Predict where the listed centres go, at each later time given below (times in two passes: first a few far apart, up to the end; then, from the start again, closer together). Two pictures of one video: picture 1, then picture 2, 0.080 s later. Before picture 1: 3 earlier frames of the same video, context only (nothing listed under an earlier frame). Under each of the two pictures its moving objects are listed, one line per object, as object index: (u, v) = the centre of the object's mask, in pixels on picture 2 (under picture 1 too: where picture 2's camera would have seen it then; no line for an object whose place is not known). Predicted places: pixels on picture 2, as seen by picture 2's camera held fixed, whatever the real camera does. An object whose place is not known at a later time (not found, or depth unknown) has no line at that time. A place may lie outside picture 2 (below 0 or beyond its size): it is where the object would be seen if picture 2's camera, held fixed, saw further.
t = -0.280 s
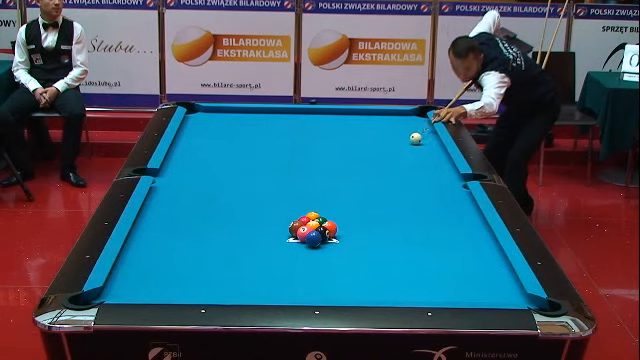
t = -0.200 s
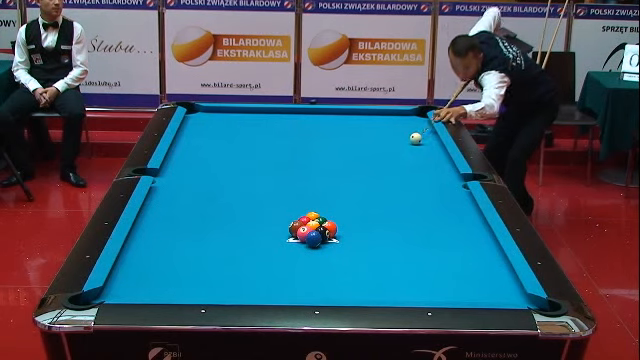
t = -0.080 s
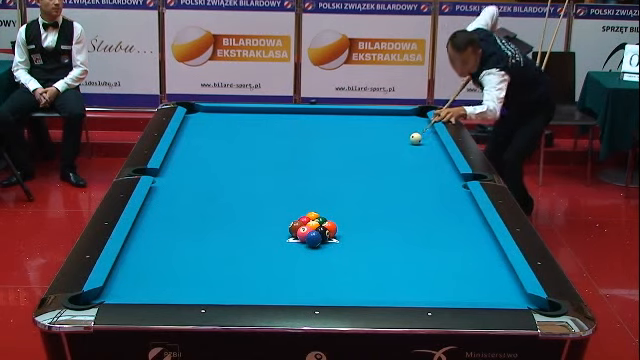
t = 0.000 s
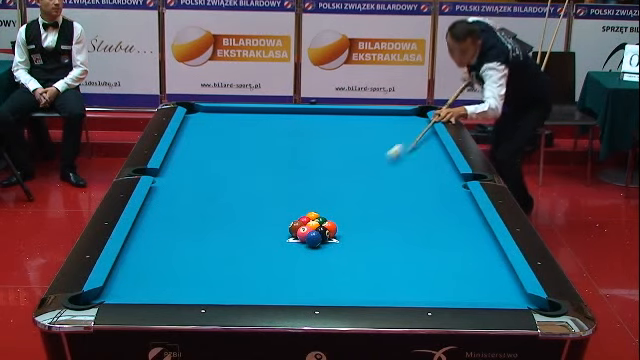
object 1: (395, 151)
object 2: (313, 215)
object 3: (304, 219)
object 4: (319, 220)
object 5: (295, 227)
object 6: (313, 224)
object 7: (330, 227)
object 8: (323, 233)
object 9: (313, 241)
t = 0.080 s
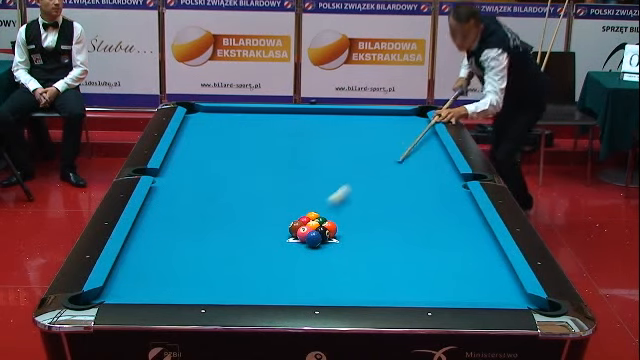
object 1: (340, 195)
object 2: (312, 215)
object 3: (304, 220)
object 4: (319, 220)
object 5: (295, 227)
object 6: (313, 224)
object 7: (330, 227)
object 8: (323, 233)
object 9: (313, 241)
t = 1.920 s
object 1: (442, 163)
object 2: (290, 122)
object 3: (362, 190)
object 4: (371, 218)
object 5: (282, 198)
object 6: (259, 211)
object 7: (305, 248)
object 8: (292, 238)
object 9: (431, 190)
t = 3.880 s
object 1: (349, 118)
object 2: (418, 140)
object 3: (419, 183)
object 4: (374, 217)
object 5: (226, 133)
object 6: (198, 173)
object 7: (193, 233)
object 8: (165, 213)
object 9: (358, 139)
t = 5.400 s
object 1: (272, 133)
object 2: (363, 158)
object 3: (394, 181)
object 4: (374, 217)
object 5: (276, 113)
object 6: (233, 162)
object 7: (170, 229)
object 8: (214, 205)
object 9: (331, 117)
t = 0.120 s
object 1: (321, 211)
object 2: (308, 214)
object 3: (297, 222)
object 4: (321, 221)
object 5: (295, 223)
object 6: (314, 226)
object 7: (335, 229)
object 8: (326, 234)
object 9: (317, 244)
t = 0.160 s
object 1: (328, 212)
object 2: (296, 213)
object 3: (281, 222)
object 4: (324, 223)
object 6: (315, 228)
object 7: (353, 236)
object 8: (337, 242)
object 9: (330, 257)
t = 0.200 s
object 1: (335, 211)
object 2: (284, 210)
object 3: (265, 222)
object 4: (326, 223)
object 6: (316, 229)
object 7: (370, 242)
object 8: (347, 249)
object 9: (344, 270)
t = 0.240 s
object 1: (341, 210)
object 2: (274, 207)
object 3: (251, 221)
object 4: (327, 223)
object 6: (317, 229)
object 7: (387, 248)
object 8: (356, 254)
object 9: (358, 281)
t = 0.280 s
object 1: (346, 210)
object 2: (265, 203)
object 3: (238, 219)
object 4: (329, 223)
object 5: (170, 275)
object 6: (318, 229)
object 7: (403, 253)
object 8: (367, 260)
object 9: (372, 292)
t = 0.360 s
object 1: (356, 209)
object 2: (248, 198)
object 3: (213, 218)
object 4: (332, 223)
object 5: (249, 288)
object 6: (320, 230)
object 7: (433, 263)
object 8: (385, 270)
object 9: (386, 290)
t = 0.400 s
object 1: (361, 209)
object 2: (240, 194)
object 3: (201, 217)
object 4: (334, 223)
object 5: (288, 292)
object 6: (321, 230)
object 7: (448, 268)
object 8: (396, 272)
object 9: (388, 284)
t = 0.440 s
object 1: (365, 208)
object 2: (231, 192)
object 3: (189, 217)
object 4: (335, 223)
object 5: (326, 295)
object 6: (322, 230)
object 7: (464, 273)
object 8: (412, 272)
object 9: (384, 284)
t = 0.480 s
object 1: (369, 208)
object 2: (223, 188)
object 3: (177, 216)
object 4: (336, 223)
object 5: (356, 293)
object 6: (323, 230)
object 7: (479, 278)
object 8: (429, 268)
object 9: (379, 286)
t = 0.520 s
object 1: (373, 208)
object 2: (216, 186)
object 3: (165, 215)
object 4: (338, 223)
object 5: (379, 293)
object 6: (324, 230)
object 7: (495, 283)
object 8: (445, 265)
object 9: (380, 280)
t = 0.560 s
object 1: (377, 208)
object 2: (209, 183)
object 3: (153, 214)
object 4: (339, 223)
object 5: (398, 295)
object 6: (325, 230)
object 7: (511, 288)
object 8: (461, 263)
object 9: (386, 276)
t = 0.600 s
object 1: (381, 207)
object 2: (201, 180)
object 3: (147, 213)
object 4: (341, 223)
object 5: (417, 294)
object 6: (326, 230)
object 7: (511, 292)
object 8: (476, 261)
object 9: (391, 269)
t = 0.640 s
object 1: (385, 208)
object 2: (194, 178)
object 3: (156, 213)
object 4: (342, 223)
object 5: (436, 292)
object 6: (326, 230)
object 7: (503, 294)
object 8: (490, 260)
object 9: (396, 264)
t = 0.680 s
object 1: (389, 207)
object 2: (187, 175)
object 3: (164, 212)
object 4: (344, 223)
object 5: (455, 291)
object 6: (327, 230)
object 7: (496, 296)
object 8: (495, 259)
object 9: (400, 258)
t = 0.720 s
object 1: (393, 207)
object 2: (180, 172)
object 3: (171, 211)
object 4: (345, 222)
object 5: (473, 289)
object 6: (328, 230)
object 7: (490, 297)
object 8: (485, 257)
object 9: (404, 253)
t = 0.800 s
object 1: (401, 207)
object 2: (166, 167)
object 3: (186, 210)
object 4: (348, 222)
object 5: (508, 284)
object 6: (329, 230)
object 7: (474, 295)
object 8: (465, 255)
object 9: (411, 245)
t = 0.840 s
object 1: (405, 207)
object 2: (171, 165)
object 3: (194, 209)
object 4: (349, 222)
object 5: (502, 280)
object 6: (330, 230)
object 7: (467, 293)
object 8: (456, 253)
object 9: (414, 240)
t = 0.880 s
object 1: (408, 206)
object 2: (177, 163)
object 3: (201, 208)
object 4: (350, 221)
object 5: (487, 276)
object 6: (330, 230)
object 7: (460, 292)
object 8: (447, 252)
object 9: (417, 236)
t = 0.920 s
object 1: (412, 206)
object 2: (183, 161)
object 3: (208, 207)
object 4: (352, 221)
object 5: (472, 271)
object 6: (330, 231)
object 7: (453, 290)
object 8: (439, 250)
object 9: (420, 232)
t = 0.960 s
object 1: (415, 206)
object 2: (188, 160)
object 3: (215, 207)
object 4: (353, 221)
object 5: (460, 267)
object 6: (330, 231)
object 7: (446, 289)
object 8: (430, 249)
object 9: (423, 227)
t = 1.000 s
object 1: (419, 206)
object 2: (193, 158)
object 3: (222, 206)
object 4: (354, 221)
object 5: (449, 264)
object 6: (331, 231)
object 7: (439, 287)
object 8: (421, 248)
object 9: (426, 224)
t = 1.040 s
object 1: (423, 206)
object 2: (198, 156)
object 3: (229, 205)
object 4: (355, 221)
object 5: (438, 260)
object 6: (331, 231)
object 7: (432, 284)
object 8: (413, 246)
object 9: (430, 220)
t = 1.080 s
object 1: (426, 204)
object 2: (203, 154)
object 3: (236, 204)
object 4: (356, 221)
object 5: (428, 256)
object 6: (331, 231)
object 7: (425, 283)
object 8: (404, 245)
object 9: (432, 216)
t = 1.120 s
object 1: (429, 203)
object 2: (208, 152)
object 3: (242, 204)
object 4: (357, 221)
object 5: (417, 252)
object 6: (331, 231)
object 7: (419, 281)
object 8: (396, 244)
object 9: (435, 212)
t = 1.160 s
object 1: (431, 202)
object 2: (213, 150)
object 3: (249, 203)
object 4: (358, 220)
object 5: (407, 248)
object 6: (330, 231)
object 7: (412, 279)
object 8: (387, 243)
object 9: (439, 210)
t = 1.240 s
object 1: (435, 198)
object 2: (222, 147)
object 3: (262, 201)
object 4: (360, 220)
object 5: (388, 242)
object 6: (330, 231)
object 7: (400, 275)
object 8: (370, 240)
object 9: (448, 209)
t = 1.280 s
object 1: (437, 196)
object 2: (227, 146)
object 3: (268, 201)
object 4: (361, 220)
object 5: (381, 239)
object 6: (330, 231)
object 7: (394, 274)
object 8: (360, 238)
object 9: (452, 207)
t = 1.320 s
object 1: (439, 193)
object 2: (232, 144)
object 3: (275, 200)
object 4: (362, 220)
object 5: (374, 236)
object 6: (330, 231)
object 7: (387, 272)
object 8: (350, 236)
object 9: (456, 206)
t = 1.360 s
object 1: (440, 191)
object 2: (236, 142)
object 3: (281, 199)
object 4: (362, 219)
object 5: (367, 233)
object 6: (328, 230)
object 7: (381, 269)
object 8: (342, 235)
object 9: (460, 205)
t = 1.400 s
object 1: (442, 189)
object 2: (240, 140)
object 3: (287, 199)
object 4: (363, 218)
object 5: (360, 230)
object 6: (321, 228)
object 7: (375, 268)
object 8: (340, 236)
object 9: (464, 204)
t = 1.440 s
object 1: (443, 187)
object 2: (245, 139)
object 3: (294, 198)
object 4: (364, 219)
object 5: (353, 228)
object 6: (315, 227)
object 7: (369, 266)
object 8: (336, 236)
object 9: (469, 204)
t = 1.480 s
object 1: (445, 185)
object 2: (249, 138)
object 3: (300, 197)
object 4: (365, 219)
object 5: (346, 224)
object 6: (311, 225)
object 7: (363, 265)
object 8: (332, 236)
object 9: (466, 203)
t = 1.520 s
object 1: (447, 183)
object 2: (253, 136)
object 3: (306, 197)
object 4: (365, 219)
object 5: (340, 222)
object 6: (305, 224)
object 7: (358, 263)
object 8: (328, 237)
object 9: (463, 201)
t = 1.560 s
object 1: (448, 181)
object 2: (257, 135)
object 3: (312, 196)
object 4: (366, 219)
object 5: (334, 219)
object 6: (300, 223)
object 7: (352, 261)
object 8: (325, 237)
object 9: (459, 200)
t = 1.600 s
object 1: (449, 179)
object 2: (261, 133)
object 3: (317, 195)
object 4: (367, 219)
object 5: (327, 217)
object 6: (296, 222)
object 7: (347, 260)
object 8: (321, 237)
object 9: (456, 199)
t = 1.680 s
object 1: (452, 175)
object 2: (269, 130)
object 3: (329, 194)
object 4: (368, 218)
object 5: (315, 212)
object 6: (286, 219)
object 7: (336, 256)
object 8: (314, 237)
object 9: (449, 196)
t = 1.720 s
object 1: (453, 173)
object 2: (272, 129)
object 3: (334, 193)
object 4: (369, 218)
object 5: (310, 209)
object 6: (281, 217)
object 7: (330, 255)
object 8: (311, 237)
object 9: (446, 195)
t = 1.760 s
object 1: (451, 171)
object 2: (276, 127)
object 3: (340, 193)
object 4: (369, 218)
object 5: (304, 207)
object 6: (276, 216)
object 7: (325, 254)
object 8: (307, 238)
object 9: (443, 194)
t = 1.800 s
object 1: (449, 169)
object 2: (280, 126)
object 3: (346, 192)
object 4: (370, 218)
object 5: (298, 204)
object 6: (272, 215)
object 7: (320, 252)
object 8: (304, 238)
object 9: (440, 193)
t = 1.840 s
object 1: (447, 167)
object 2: (283, 125)
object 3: (351, 192)
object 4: (370, 218)
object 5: (293, 202)
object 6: (267, 214)
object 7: (314, 251)
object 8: (300, 238)
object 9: (437, 192)
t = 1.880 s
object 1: (444, 165)
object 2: (287, 124)
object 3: (357, 191)
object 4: (371, 218)
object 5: (287, 200)
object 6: (263, 213)
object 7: (310, 249)
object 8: (296, 238)
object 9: (434, 191)
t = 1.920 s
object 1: (442, 163)
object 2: (290, 122)
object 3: (362, 190)
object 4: (371, 218)
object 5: (282, 198)
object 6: (259, 211)
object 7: (305, 248)
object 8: (292, 238)
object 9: (431, 190)
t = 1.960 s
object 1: (440, 161)
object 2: (294, 121)
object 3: (367, 190)
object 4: (372, 218)
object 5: (277, 196)
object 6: (254, 210)
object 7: (300, 246)
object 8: (289, 237)
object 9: (428, 189)
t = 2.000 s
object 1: (437, 159)
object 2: (297, 120)
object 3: (373, 189)
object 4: (372, 218)
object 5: (272, 193)
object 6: (250, 209)
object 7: (295, 245)
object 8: (284, 237)
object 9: (425, 188)
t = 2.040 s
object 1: (436, 157)
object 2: (301, 119)
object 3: (378, 189)
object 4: (372, 217)
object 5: (266, 191)
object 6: (246, 207)
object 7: (291, 244)
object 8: (280, 237)
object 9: (422, 187)
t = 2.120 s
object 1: (431, 153)
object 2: (307, 116)
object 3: (388, 187)
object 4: (373, 218)
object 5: (256, 187)
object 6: (238, 205)
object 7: (285, 243)
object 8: (272, 236)
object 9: (417, 185)
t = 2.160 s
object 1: (429, 152)
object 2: (310, 115)
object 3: (393, 187)
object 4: (373, 217)
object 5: (251, 185)
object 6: (233, 204)
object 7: (283, 243)
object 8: (268, 236)
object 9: (414, 184)
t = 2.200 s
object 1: (427, 150)
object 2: (313, 114)
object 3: (399, 186)
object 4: (373, 217)
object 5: (246, 183)
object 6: (230, 203)
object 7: (280, 243)
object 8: (264, 235)
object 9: (411, 183)
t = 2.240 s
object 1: (425, 148)
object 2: (316, 113)
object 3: (403, 186)
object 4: (374, 217)
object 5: (242, 181)
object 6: (226, 202)
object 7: (277, 242)
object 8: (259, 234)
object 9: (411, 180)
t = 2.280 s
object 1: (423, 147)
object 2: (319, 111)
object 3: (407, 186)
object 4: (374, 217)
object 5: (237, 179)
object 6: (222, 201)
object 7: (274, 242)
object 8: (255, 234)
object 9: (407, 176)
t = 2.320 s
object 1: (422, 145)
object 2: (322, 111)
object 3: (410, 186)
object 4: (374, 217)
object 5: (233, 177)
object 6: (218, 200)
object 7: (271, 242)
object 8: (250, 232)
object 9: (405, 177)
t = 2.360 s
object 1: (420, 143)
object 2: (326, 111)
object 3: (414, 186)
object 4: (374, 217)
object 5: (228, 176)
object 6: (214, 199)
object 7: (268, 242)
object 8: (246, 232)
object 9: (404, 177)
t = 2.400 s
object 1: (418, 142)
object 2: (329, 112)
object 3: (418, 186)
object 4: (374, 217)
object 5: (224, 174)
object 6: (210, 198)
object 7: (265, 241)
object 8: (242, 231)
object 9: (403, 177)
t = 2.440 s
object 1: (416, 140)
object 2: (333, 113)
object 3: (422, 186)
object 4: (374, 217)
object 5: (219, 172)
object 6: (206, 196)
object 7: (263, 241)
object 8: (238, 231)
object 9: (401, 175)
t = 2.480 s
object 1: (414, 138)
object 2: (336, 113)
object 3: (425, 185)
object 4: (374, 217)
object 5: (215, 170)
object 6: (203, 196)
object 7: (260, 241)
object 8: (234, 230)
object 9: (400, 174)
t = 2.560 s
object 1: (411, 135)
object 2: (344, 115)
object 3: (433, 185)
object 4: (374, 217)
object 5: (207, 167)
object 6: (196, 193)
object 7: (255, 241)
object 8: (225, 229)
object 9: (397, 172)
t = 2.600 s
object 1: (409, 134)
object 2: (347, 116)
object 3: (436, 185)
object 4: (374, 217)
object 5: (202, 165)
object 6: (193, 192)
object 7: (253, 240)
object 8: (221, 228)
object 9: (395, 170)
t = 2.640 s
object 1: (407, 133)
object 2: (351, 117)
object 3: (439, 185)
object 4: (374, 217)
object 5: (199, 163)
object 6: (189, 191)
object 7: (250, 240)
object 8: (217, 228)
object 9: (394, 169)
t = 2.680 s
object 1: (406, 131)
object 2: (355, 118)
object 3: (443, 185)
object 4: (374, 217)
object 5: (195, 161)
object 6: (185, 190)
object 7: (248, 240)
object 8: (213, 227)
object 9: (393, 168)
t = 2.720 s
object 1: (404, 130)
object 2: (358, 119)
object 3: (446, 185)
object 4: (374, 217)
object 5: (191, 160)
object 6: (182, 189)
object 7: (245, 240)
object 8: (210, 226)
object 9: (391, 166)
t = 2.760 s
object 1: (402, 128)
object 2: (362, 120)
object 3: (449, 186)
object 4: (374, 217)
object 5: (187, 158)
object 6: (179, 188)
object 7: (243, 239)
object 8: (206, 226)
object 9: (390, 166)
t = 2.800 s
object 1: (401, 127)
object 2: (366, 121)
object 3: (452, 185)
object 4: (374, 217)
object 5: (183, 157)
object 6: (176, 187)
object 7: (241, 239)
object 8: (202, 225)
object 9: (388, 164)
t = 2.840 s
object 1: (400, 125)
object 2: (370, 121)
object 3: (456, 185)
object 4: (374, 217)
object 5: (180, 155)
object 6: (172, 186)
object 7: (239, 239)
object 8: (199, 225)
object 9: (387, 163)
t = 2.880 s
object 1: (398, 124)
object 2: (373, 122)
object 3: (459, 185)
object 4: (374, 217)
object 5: (176, 153)
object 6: (169, 185)
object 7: (236, 238)
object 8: (195, 224)
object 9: (386, 162)
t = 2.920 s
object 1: (396, 123)
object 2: (377, 123)
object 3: (459, 185)
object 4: (374, 217)
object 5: (173, 152)
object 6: (166, 184)
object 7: (234, 238)
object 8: (191, 223)
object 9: (384, 161)
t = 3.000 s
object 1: (394, 120)
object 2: (384, 124)
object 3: (455, 185)
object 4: (374, 217)
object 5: (179, 150)
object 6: (160, 183)
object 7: (230, 238)
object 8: (184, 222)
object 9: (382, 159)
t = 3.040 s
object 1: (393, 118)
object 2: (388, 125)
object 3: (453, 185)
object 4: (374, 217)
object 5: (182, 150)
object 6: (161, 182)
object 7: (228, 237)
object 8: (181, 222)
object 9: (381, 158)
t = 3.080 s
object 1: (390, 117)
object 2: (391, 126)
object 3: (451, 185)
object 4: (374, 217)
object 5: (184, 149)
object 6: (163, 182)
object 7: (226, 237)
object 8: (177, 221)
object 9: (380, 157)
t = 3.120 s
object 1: (389, 117)
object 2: (395, 127)
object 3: (449, 185)
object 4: (374, 217)
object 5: (186, 148)
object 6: (165, 181)
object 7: (224, 237)
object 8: (174, 220)
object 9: (378, 155)
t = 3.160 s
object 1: (387, 116)
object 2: (399, 128)
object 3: (447, 185)
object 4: (374, 217)
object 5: (189, 147)
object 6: (167, 181)
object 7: (222, 237)
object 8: (170, 220)
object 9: (377, 155)
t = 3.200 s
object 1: (386, 115)
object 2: (402, 129)
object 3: (445, 184)
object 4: (374, 217)
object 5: (191, 146)
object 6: (169, 180)
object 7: (220, 237)
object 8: (167, 219)
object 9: (376, 154)
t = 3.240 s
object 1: (384, 113)
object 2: (406, 129)
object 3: (444, 184)
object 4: (374, 217)
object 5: (194, 145)
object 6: (171, 180)
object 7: (218, 237)
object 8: (164, 219)
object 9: (375, 153)
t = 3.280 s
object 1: (383, 112)
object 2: (409, 130)
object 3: (442, 184)
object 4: (374, 217)
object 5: (196, 144)
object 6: (173, 179)
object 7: (216, 236)
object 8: (161, 218)
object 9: (374, 152)
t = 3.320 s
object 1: (382, 112)
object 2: (413, 131)
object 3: (440, 184)
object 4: (374, 217)
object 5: (198, 143)
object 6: (175, 179)
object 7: (214, 236)
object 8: (158, 218)
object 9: (373, 151)
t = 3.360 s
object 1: (379, 112)
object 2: (417, 132)
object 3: (438, 184)
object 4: (374, 217)
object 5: (201, 143)
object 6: (177, 178)
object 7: (213, 236)
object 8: (154, 217)
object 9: (372, 150)
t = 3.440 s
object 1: (375, 113)
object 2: (424, 134)
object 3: (435, 184)
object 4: (374, 217)
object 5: (204, 141)
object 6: (181, 177)
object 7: (209, 236)
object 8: (148, 216)
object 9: (369, 148)
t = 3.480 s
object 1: (372, 114)
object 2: (428, 135)
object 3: (434, 184)
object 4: (374, 217)
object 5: (207, 140)
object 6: (182, 177)
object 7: (208, 235)
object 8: (145, 216)
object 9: (368, 147)
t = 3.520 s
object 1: (370, 114)
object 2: (431, 135)
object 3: (432, 184)
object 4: (374, 217)
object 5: (209, 139)
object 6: (184, 176)
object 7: (206, 235)
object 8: (145, 215)
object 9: (367, 146)
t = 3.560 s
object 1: (368, 115)
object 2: (431, 136)
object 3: (431, 184)
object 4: (374, 217)
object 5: (210, 138)
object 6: (186, 176)
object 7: (204, 235)
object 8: (148, 215)
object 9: (366, 145)
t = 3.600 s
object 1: (365, 115)
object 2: (430, 136)
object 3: (429, 184)
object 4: (374, 217)
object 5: (213, 138)
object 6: (187, 176)
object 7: (203, 235)
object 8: (150, 215)
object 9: (365, 145)
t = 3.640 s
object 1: (363, 115)
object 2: (428, 137)
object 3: (428, 184)
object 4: (374, 217)
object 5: (215, 137)
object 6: (189, 175)
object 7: (201, 235)
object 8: (152, 214)
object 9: (364, 144)
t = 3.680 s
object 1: (361, 116)
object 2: (426, 138)
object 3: (426, 184)
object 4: (374, 217)
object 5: (217, 136)
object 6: (191, 175)
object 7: (200, 235)
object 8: (154, 214)
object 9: (363, 143)
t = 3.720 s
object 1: (359, 117)
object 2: (425, 138)
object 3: (425, 184)
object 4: (374, 217)
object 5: (219, 136)
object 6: (192, 175)
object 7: (199, 234)
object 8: (157, 214)
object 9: (362, 142)
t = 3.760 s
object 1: (356, 117)
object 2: (423, 139)
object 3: (424, 183)
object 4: (374, 217)
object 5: (221, 135)
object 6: (194, 174)
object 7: (198, 234)
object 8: (159, 214)
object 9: (361, 141)
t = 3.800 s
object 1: (354, 117)
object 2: (422, 139)
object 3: (422, 183)
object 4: (374, 217)
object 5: (223, 134)
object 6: (195, 174)
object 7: (197, 234)
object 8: (161, 213)
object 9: (360, 140)
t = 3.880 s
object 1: (349, 118)
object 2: (418, 140)
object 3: (419, 183)
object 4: (374, 217)
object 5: (226, 133)
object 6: (198, 173)
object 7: (193, 233)
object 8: (165, 213)
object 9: (358, 139)
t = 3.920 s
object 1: (347, 119)
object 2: (417, 141)
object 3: (418, 183)
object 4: (374, 217)
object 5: (228, 132)
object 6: (200, 172)
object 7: (192, 233)
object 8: (167, 212)
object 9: (357, 138)
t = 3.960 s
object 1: (345, 119)
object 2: (415, 141)
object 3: (417, 183)
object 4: (374, 217)
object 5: (230, 132)
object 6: (201, 172)
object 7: (191, 232)
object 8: (168, 212)
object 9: (356, 137)
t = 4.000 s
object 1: (343, 120)
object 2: (413, 142)
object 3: (416, 183)
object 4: (374, 217)
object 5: (231, 131)
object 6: (202, 172)
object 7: (190, 232)
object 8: (170, 212)
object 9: (355, 136)
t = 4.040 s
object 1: (341, 120)
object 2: (411, 143)
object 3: (415, 183)
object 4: (374, 217)
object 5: (233, 130)
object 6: (203, 171)
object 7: (189, 232)
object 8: (172, 212)
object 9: (354, 136)
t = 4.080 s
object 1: (338, 121)
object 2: (410, 143)
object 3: (414, 183)
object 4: (374, 217)
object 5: (235, 129)
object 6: (205, 171)
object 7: (188, 232)
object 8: (174, 211)
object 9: (353, 135)
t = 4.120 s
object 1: (336, 121)
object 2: (408, 144)
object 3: (413, 183)
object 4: (374, 217)
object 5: (237, 129)
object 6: (206, 170)
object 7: (187, 232)
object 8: (176, 211)
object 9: (352, 135)
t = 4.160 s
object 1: (334, 121)
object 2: (407, 144)
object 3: (412, 183)
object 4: (374, 217)
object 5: (238, 128)
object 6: (207, 170)
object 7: (185, 232)
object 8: (177, 210)
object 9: (352, 134)
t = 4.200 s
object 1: (331, 122)
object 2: (405, 145)
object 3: (411, 183)
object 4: (374, 217)
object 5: (240, 128)
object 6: (209, 170)
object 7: (184, 231)
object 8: (179, 210)
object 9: (351, 133)
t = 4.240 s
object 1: (329, 123)
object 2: (404, 146)
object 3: (409, 183)
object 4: (374, 217)
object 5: (242, 127)
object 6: (210, 169)
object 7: (183, 231)
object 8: (180, 209)
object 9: (350, 132)
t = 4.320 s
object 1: (325, 123)
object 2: (400, 147)
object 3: (408, 183)
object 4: (374, 217)
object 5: (245, 126)
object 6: (213, 169)
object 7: (181, 231)
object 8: (184, 208)
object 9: (348, 131)
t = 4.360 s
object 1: (323, 124)
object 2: (399, 147)
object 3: (407, 183)
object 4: (374, 217)
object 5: (246, 125)
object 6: (214, 169)
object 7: (180, 231)
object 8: (185, 208)
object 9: (347, 130)
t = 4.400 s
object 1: (320, 124)
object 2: (397, 148)
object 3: (406, 183)
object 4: (374, 217)
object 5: (248, 125)
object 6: (215, 169)
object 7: (180, 231)
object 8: (187, 208)
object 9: (347, 130)
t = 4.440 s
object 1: (318, 125)
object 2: (396, 148)
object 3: (405, 183)
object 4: (374, 217)
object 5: (249, 124)
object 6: (216, 168)
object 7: (179, 230)
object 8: (189, 208)
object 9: (346, 129)
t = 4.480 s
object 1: (316, 125)
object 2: (394, 148)
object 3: (404, 182)
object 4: (374, 217)
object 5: (251, 124)
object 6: (217, 168)
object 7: (178, 230)
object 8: (190, 208)
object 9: (345, 128)
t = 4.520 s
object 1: (314, 126)
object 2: (392, 149)
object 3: (403, 182)
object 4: (374, 217)
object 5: (252, 123)
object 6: (218, 167)
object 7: (177, 230)
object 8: (192, 208)
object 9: (344, 128)
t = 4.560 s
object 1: (312, 126)
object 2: (391, 150)
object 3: (403, 182)
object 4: (374, 217)
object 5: (254, 122)
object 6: (219, 167)
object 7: (176, 230)
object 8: (193, 208)
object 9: (344, 127)
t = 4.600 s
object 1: (310, 127)
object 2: (389, 150)
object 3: (402, 182)
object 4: (374, 217)
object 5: (255, 122)
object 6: (220, 167)
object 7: (176, 230)
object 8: (194, 208)
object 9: (343, 127)
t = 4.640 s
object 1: (308, 127)
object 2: (388, 151)
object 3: (401, 182)
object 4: (374, 217)
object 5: (257, 122)
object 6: (221, 166)
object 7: (175, 230)
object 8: (196, 208)
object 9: (342, 126)
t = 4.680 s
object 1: (306, 127)
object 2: (386, 151)
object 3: (400, 182)
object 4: (374, 217)
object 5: (258, 121)
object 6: (222, 166)
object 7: (175, 230)
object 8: (197, 208)
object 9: (341, 126)
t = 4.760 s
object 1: (301, 128)
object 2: (383, 152)
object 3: (399, 182)
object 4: (374, 217)
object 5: (261, 119)
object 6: (223, 166)
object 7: (173, 230)
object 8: (200, 207)
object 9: (340, 124)
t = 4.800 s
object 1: (299, 128)
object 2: (382, 152)
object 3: (399, 182)
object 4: (374, 217)
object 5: (262, 119)
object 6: (224, 165)
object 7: (173, 230)
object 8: (201, 207)
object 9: (339, 124)
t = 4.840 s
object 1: (297, 129)
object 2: (380, 153)
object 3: (398, 182)
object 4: (374, 217)
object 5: (263, 118)
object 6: (225, 165)
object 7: (173, 230)
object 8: (202, 207)
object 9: (338, 123)
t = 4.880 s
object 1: (295, 129)
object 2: (379, 153)
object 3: (398, 182)
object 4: (374, 217)
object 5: (264, 118)
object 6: (226, 165)
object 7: (172, 230)
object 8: (203, 207)
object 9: (338, 122)
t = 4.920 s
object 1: (293, 130)
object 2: (377, 154)
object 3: (397, 182)
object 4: (374, 217)
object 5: (266, 117)
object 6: (227, 165)
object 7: (172, 230)
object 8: (204, 207)
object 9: (337, 122)
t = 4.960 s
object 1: (291, 130)
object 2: (376, 154)
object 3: (397, 182)
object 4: (374, 217)
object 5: (266, 117)
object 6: (228, 165)
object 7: (171, 230)
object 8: (205, 207)
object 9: (337, 122)
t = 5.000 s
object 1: (289, 131)
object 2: (374, 154)
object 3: (396, 182)
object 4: (374, 217)
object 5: (268, 117)
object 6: (228, 164)
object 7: (171, 230)
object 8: (206, 207)
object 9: (336, 121)
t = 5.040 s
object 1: (286, 131)
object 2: (373, 155)
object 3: (396, 182)
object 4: (374, 217)
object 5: (269, 116)
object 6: (229, 164)
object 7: (171, 229)
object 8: (208, 206)
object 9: (335, 121)
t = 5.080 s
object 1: (285, 131)
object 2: (371, 155)
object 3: (395, 182)
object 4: (374, 217)
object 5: (270, 116)
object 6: (230, 164)
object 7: (171, 229)
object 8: (209, 206)
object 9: (334, 120)
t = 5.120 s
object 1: (283, 132)
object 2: (370, 156)
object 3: (395, 181)
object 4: (374, 217)
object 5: (271, 115)
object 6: (230, 164)
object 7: (170, 229)
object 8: (210, 206)
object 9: (334, 119)
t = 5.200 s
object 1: (278, 133)
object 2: (367, 157)
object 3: (394, 181)
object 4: (374, 217)
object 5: (273, 114)
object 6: (232, 163)
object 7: (170, 229)
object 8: (211, 206)
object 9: (333, 119)
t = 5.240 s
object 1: (276, 133)
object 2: (366, 157)
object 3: (394, 181)
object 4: (374, 217)
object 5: (274, 114)
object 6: (232, 163)
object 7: (170, 229)
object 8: (212, 206)
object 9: (332, 119)
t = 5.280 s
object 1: (274, 133)
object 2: (364, 158)
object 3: (394, 181)
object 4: (374, 217)
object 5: (275, 113)
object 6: (233, 163)
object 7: (170, 229)
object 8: (213, 205)
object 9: (331, 118)
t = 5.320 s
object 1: (272, 133)
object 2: (363, 158)
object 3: (394, 181)
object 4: (374, 217)
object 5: (276, 113)
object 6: (233, 162)
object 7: (170, 229)
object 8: (214, 205)
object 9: (331, 117)
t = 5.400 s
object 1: (272, 133)
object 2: (363, 158)
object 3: (394, 181)
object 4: (374, 217)
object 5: (276, 113)
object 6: (233, 162)
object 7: (170, 229)
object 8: (214, 205)
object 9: (331, 117)
